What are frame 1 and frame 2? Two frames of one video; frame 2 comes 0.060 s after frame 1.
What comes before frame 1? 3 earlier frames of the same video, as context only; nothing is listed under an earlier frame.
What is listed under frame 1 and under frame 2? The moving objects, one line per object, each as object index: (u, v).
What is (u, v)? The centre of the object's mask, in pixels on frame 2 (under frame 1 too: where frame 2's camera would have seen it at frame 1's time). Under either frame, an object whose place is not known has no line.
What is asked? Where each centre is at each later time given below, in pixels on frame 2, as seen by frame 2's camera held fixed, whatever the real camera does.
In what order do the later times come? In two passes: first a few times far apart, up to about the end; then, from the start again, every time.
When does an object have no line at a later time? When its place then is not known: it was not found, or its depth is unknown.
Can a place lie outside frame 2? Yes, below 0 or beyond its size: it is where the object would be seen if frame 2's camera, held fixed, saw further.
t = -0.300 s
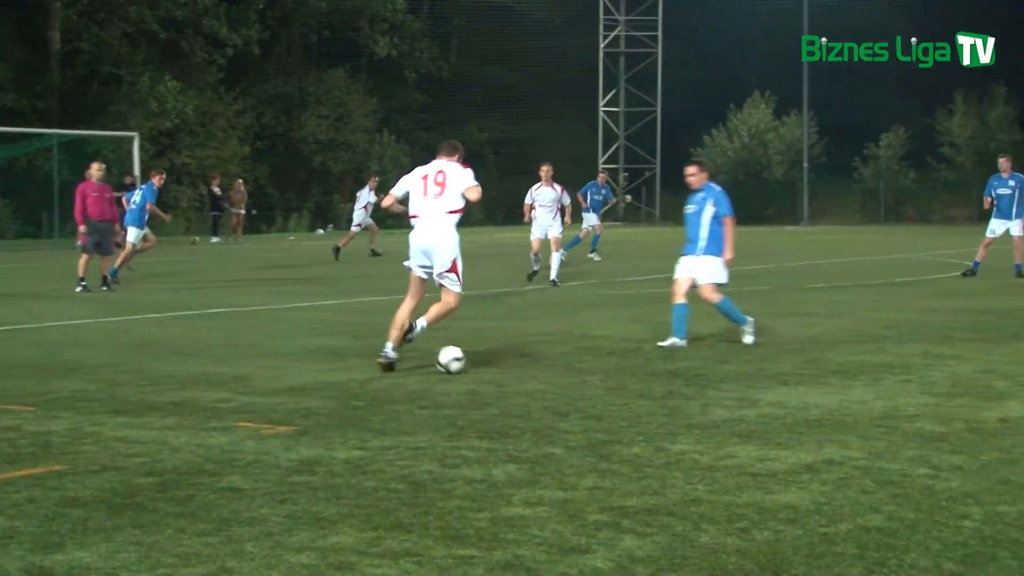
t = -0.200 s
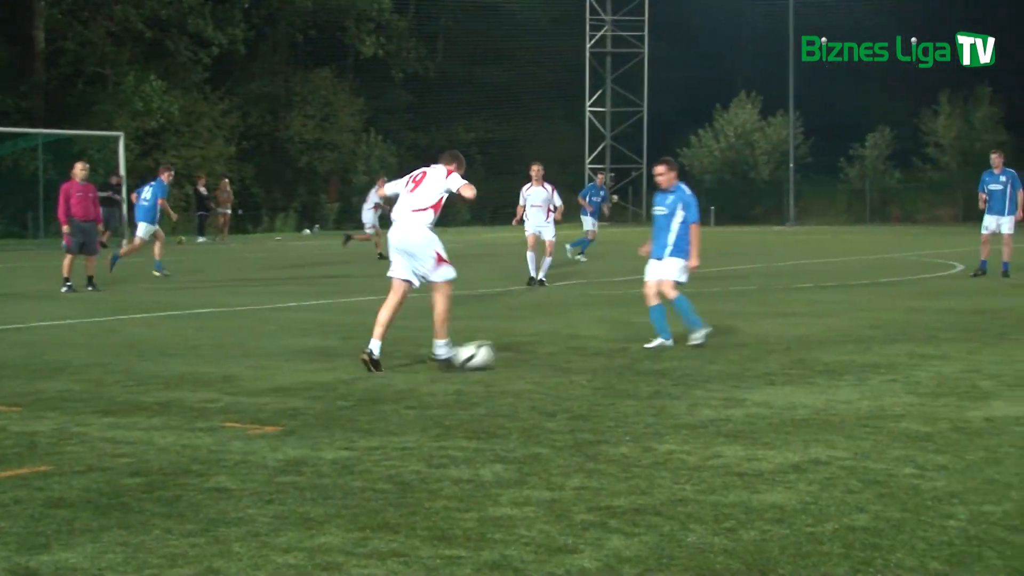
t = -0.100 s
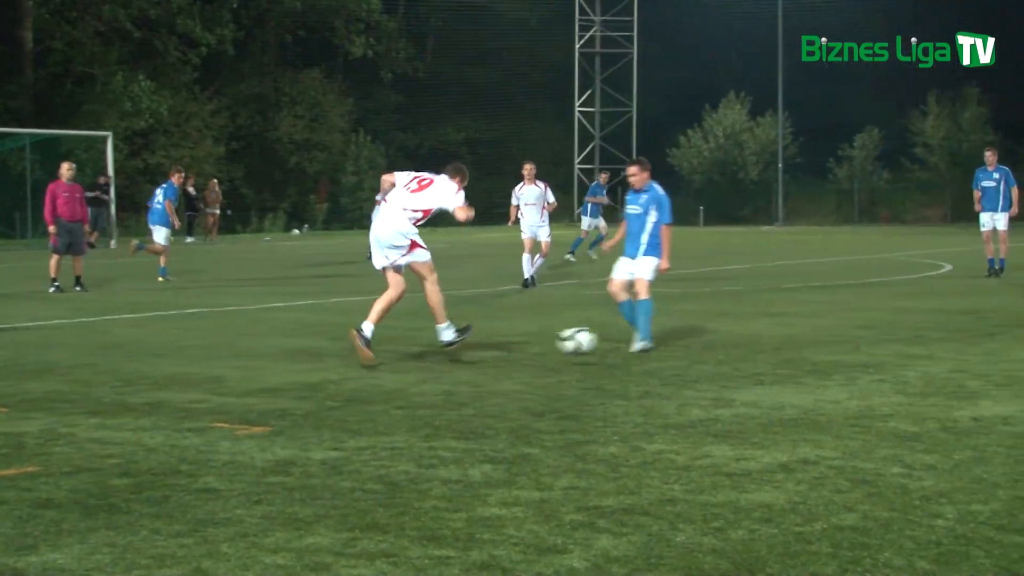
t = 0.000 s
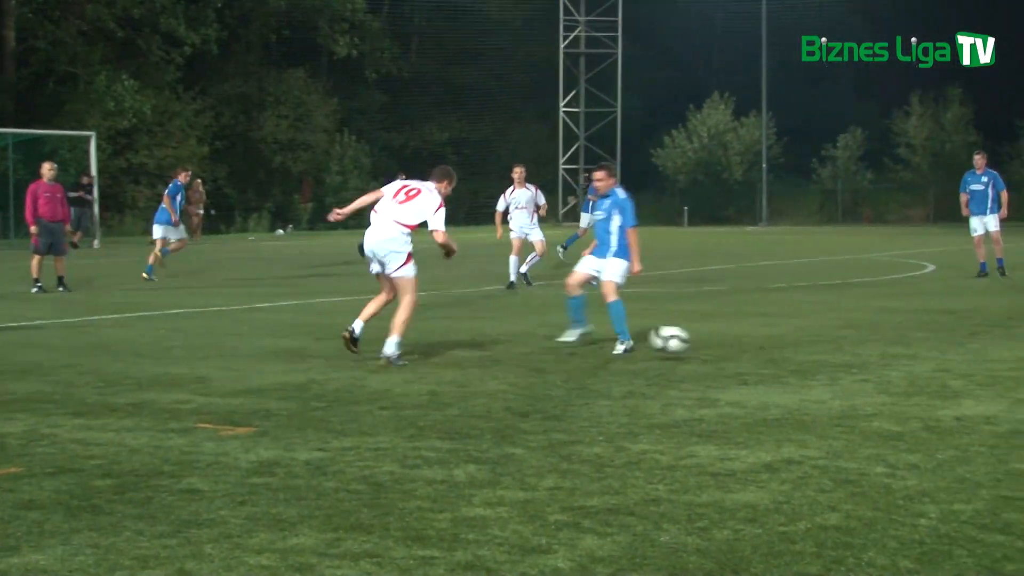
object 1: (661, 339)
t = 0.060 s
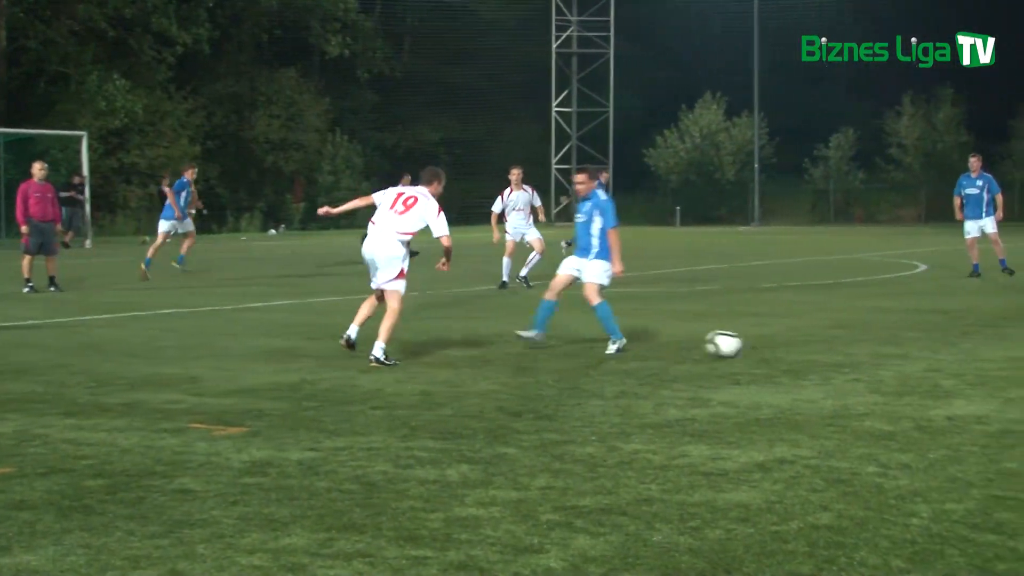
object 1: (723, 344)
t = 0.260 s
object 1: (895, 335)
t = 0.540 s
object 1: (1082, 330)
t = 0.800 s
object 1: (1210, 323)
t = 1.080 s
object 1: (1334, 320)
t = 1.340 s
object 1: (1444, 316)
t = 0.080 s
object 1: (745, 344)
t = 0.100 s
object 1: (760, 341)
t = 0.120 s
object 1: (777, 339)
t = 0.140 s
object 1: (794, 337)
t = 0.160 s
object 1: (811, 335)
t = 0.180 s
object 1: (829, 335)
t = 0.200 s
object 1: (845, 334)
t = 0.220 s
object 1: (863, 334)
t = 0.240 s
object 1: (879, 335)
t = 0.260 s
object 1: (895, 335)
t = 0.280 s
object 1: (912, 338)
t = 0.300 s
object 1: (927, 338)
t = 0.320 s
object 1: (943, 336)
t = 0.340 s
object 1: (955, 334)
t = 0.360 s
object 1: (968, 333)
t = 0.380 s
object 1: (981, 330)
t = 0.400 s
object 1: (995, 330)
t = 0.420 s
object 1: (1007, 329)
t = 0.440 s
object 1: (1021, 330)
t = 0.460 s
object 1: (1034, 330)
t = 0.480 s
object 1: (1047, 331)
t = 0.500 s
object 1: (1059, 331)
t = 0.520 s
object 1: (1072, 332)
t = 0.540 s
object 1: (1082, 330)
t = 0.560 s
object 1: (1093, 329)
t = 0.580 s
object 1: (1104, 328)
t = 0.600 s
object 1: (1113, 328)
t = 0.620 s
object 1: (1123, 328)
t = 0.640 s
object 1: (1134, 327)
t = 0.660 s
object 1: (1144, 328)
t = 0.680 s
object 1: (1154, 329)
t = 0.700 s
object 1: (1164, 328)
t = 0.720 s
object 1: (1174, 326)
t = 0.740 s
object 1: (1182, 324)
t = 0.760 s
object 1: (1192, 324)
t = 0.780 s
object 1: (1200, 323)
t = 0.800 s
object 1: (1210, 323)
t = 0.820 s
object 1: (1219, 323)
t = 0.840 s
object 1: (1227, 324)
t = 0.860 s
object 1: (1236, 325)
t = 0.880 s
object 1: (1246, 325)
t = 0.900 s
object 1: (1254, 324)
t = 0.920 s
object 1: (1264, 323)
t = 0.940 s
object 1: (1272, 322)
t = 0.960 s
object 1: (1281, 322)
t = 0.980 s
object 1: (1290, 323)
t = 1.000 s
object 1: (1299, 323)
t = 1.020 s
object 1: (1307, 322)
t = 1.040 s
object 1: (1316, 321)
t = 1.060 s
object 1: (1324, 320)
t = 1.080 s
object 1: (1334, 320)
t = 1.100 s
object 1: (1342, 320)
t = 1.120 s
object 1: (1350, 320)
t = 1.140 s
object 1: (1359, 321)
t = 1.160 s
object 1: (1368, 320)
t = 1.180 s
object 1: (1376, 319)
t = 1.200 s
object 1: (1385, 318)
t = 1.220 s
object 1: (1393, 318)
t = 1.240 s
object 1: (1402, 318)
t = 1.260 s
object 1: (1410, 318)
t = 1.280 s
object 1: (1419, 318)
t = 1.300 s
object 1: (1427, 317)
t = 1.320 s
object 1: (1435, 317)
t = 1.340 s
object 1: (1444, 316)
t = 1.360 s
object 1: (1452, 316)
